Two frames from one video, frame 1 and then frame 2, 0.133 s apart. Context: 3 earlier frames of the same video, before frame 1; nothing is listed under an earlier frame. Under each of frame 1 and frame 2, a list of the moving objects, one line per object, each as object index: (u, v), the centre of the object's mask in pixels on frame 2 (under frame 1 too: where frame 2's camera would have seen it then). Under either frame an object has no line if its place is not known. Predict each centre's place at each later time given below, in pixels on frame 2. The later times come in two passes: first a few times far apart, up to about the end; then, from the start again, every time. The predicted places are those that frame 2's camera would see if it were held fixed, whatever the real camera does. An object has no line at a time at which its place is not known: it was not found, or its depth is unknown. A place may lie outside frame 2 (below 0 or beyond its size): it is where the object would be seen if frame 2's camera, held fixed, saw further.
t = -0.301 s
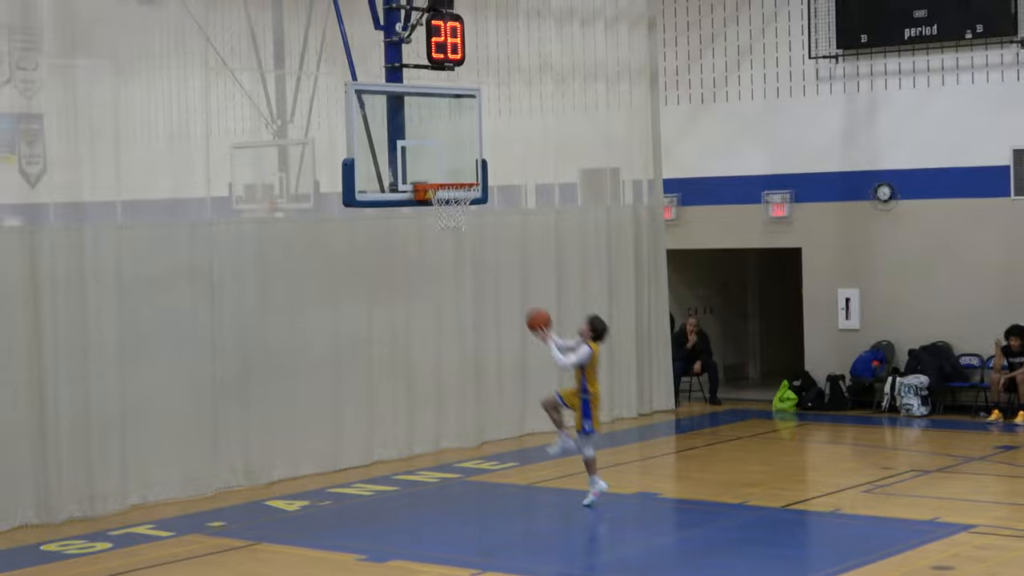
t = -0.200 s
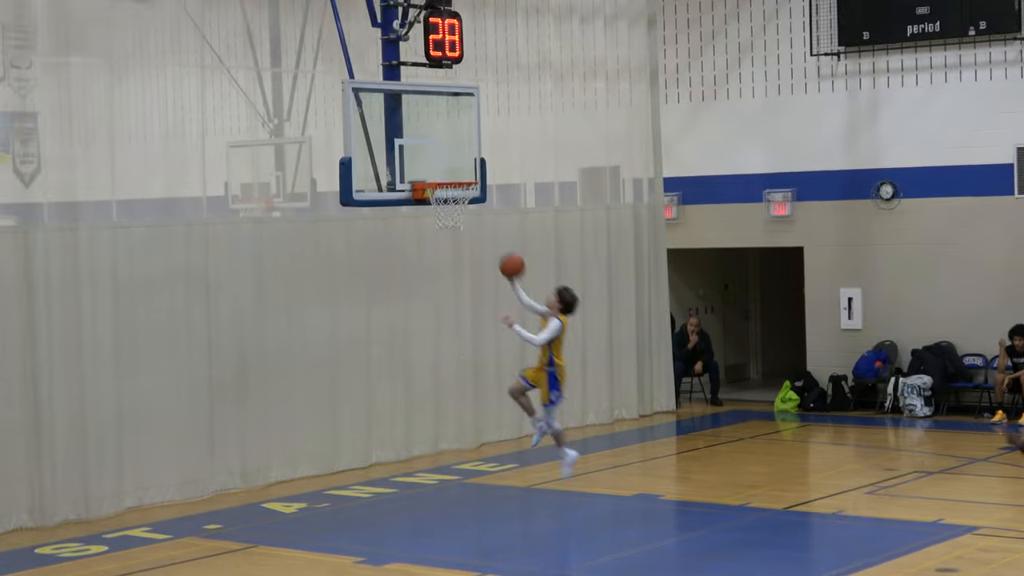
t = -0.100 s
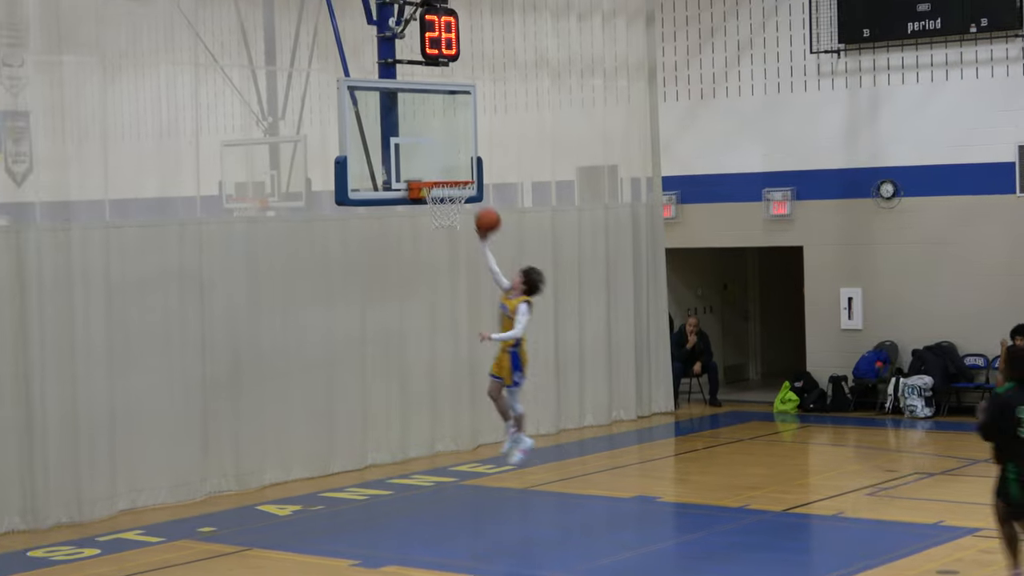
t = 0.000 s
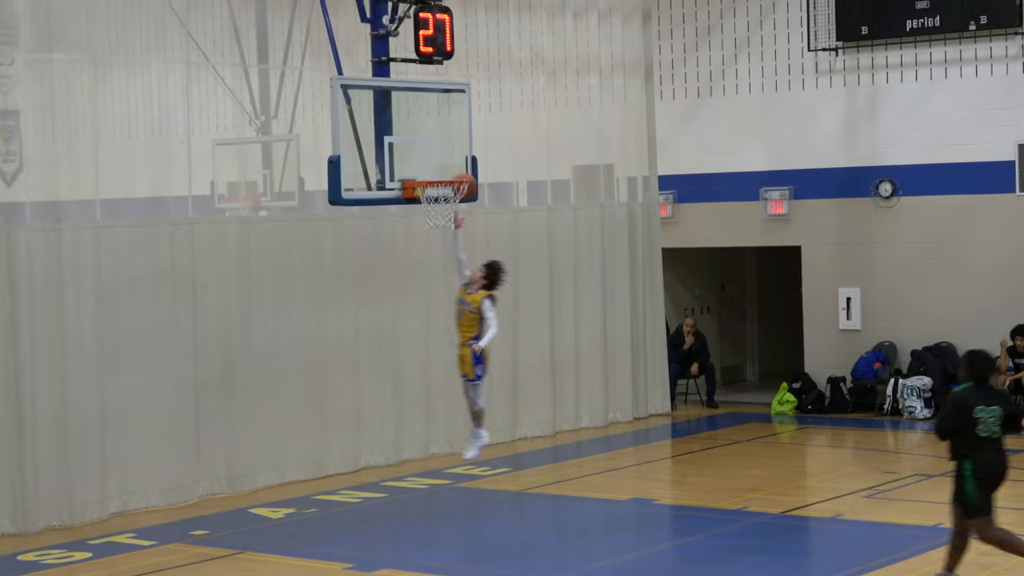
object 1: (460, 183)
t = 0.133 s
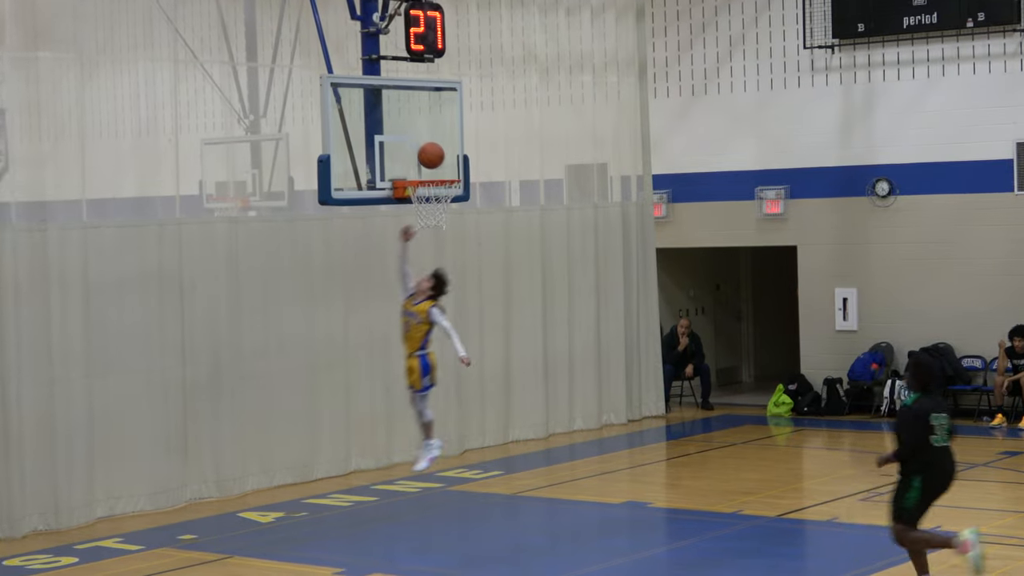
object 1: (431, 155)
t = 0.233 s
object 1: (432, 148)
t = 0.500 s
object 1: (440, 181)
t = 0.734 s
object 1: (444, 244)
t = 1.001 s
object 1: (447, 372)
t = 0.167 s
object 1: (431, 152)
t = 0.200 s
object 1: (432, 149)
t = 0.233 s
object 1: (432, 148)
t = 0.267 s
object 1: (433, 148)
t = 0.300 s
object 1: (434, 149)
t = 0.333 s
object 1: (435, 151)
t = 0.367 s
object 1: (436, 155)
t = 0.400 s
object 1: (437, 160)
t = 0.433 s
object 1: (438, 165)
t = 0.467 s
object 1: (438, 170)
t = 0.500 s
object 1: (440, 181)
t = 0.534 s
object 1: (441, 192)
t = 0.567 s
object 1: (442, 202)
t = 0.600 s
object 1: (442, 210)
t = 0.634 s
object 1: (442, 216)
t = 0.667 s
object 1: (443, 228)
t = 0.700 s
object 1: (443, 234)
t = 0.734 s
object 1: (444, 244)
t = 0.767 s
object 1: (444, 256)
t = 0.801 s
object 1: (444, 269)
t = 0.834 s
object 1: (445, 283)
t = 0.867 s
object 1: (445, 298)
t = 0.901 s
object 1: (445, 315)
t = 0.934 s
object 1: (445, 333)
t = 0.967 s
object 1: (445, 352)
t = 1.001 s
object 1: (447, 372)
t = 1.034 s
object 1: (448, 393)
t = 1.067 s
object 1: (450, 415)
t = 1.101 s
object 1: (450, 439)
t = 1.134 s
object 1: (452, 465)
